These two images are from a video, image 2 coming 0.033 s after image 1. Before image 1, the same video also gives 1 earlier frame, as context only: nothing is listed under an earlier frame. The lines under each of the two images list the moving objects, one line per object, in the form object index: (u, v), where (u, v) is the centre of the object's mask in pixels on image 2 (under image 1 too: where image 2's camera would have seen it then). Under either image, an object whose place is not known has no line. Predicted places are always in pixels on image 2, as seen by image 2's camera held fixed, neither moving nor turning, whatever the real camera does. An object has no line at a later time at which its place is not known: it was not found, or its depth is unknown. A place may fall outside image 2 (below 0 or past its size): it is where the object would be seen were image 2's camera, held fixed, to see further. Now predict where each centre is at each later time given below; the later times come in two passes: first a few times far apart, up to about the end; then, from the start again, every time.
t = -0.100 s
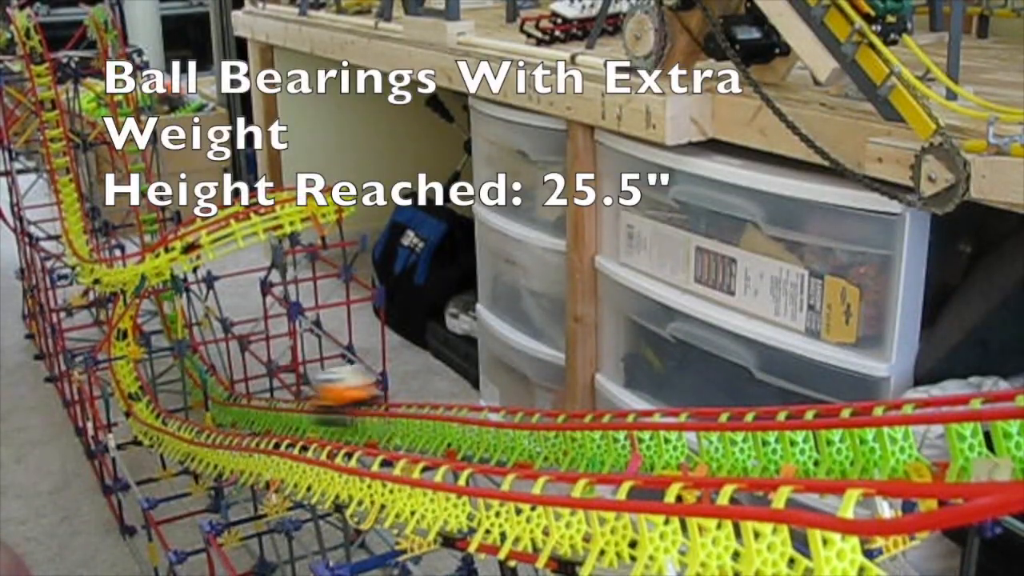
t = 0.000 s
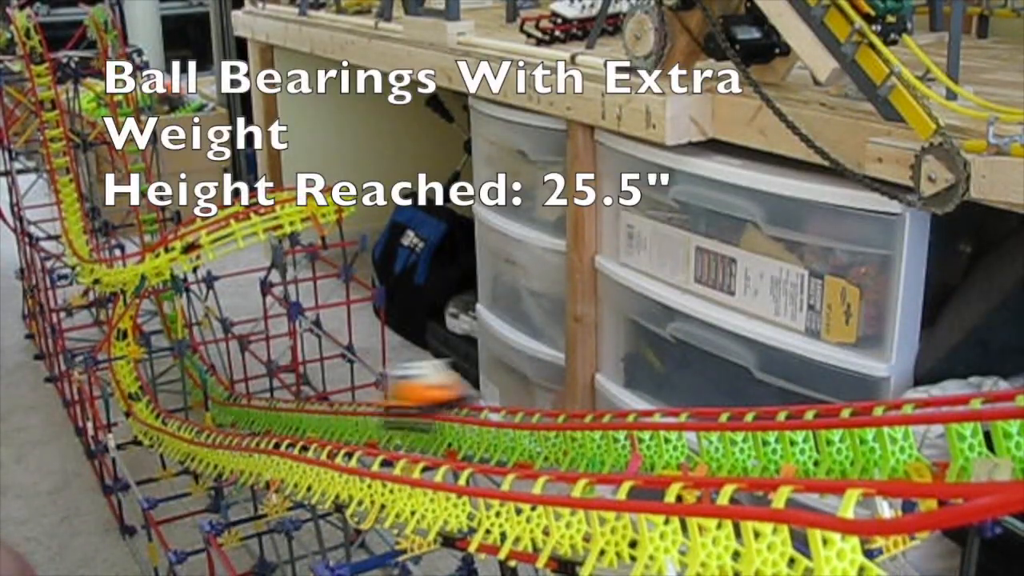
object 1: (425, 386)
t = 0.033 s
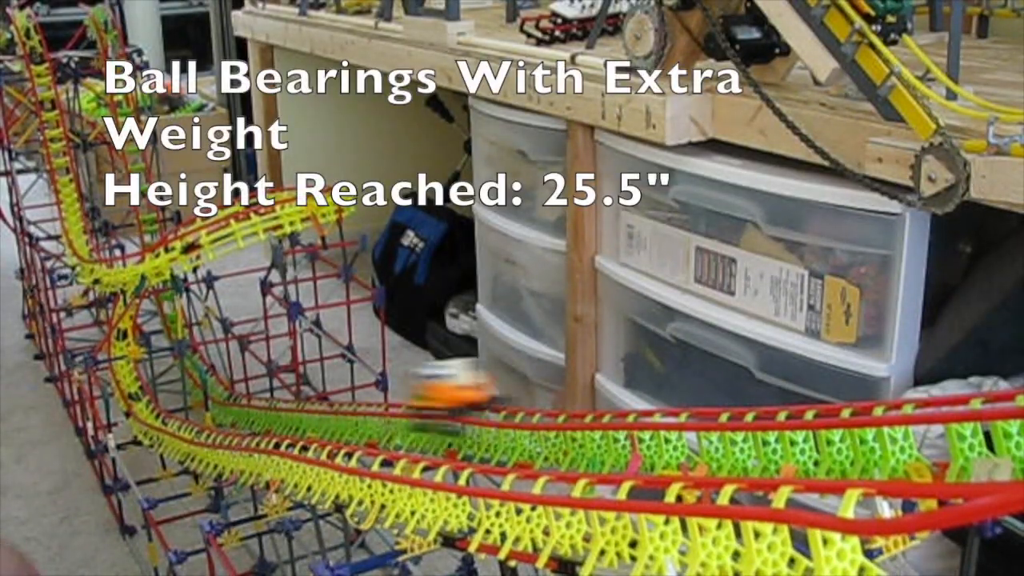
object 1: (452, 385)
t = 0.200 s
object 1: (609, 384)
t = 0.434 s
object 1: (834, 370)
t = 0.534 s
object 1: (881, 364)
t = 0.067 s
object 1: (482, 387)
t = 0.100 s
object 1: (510, 387)
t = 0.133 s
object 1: (538, 388)
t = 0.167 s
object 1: (570, 387)
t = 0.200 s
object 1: (609, 384)
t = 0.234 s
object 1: (645, 382)
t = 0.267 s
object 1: (682, 380)
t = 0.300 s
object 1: (715, 379)
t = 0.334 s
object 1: (748, 378)
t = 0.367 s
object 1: (779, 375)
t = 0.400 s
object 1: (807, 372)
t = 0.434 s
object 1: (834, 370)
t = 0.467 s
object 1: (854, 367)
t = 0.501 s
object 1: (870, 365)
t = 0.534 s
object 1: (881, 364)
